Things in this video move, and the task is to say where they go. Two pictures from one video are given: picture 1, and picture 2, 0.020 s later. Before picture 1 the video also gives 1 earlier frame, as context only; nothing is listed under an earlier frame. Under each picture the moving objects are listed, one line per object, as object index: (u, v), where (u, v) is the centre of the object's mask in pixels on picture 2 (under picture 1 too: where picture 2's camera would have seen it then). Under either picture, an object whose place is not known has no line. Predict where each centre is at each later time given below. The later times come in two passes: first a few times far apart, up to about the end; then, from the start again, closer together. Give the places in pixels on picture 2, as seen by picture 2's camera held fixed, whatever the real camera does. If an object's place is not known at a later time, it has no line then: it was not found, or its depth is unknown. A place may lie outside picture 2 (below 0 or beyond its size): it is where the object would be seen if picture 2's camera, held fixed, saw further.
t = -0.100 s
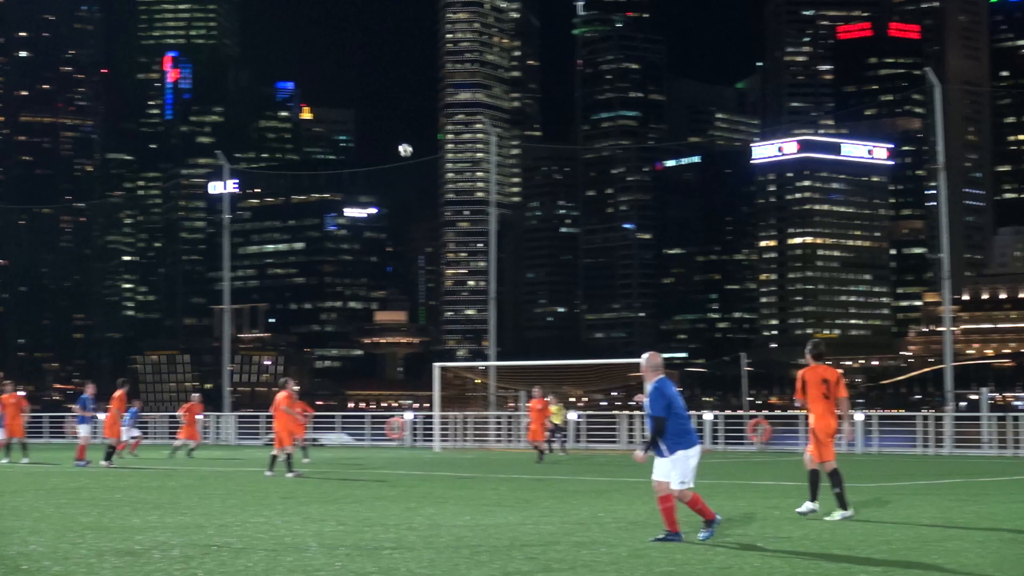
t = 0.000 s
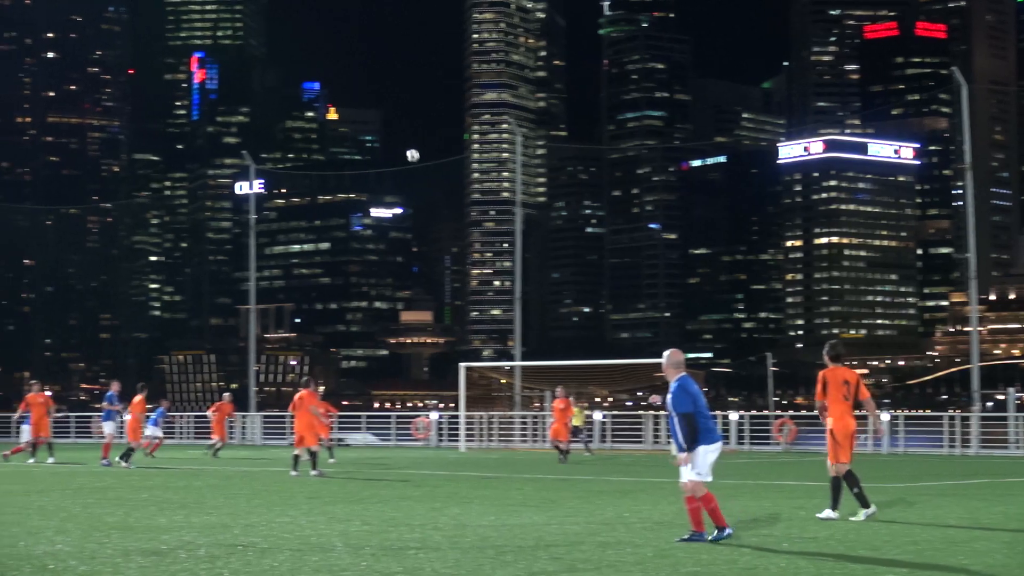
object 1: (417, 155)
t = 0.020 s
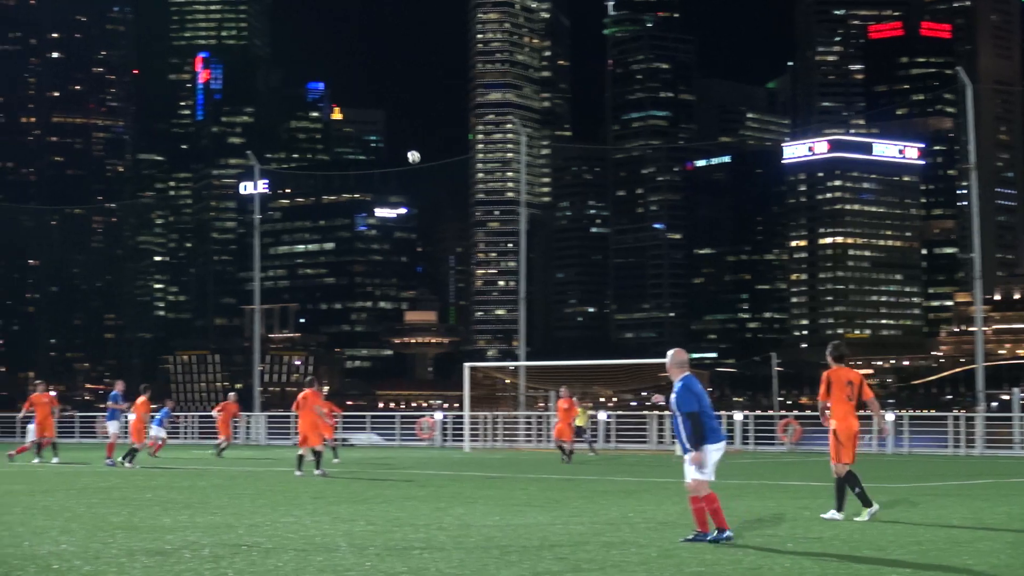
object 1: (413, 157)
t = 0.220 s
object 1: (380, 178)
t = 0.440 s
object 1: (346, 213)
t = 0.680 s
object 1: (311, 264)
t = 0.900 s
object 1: (282, 320)
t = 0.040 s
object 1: (410, 159)
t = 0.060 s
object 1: (406, 160)
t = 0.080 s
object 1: (403, 162)
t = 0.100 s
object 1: (400, 164)
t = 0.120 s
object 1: (396, 166)
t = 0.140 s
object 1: (393, 168)
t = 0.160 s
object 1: (390, 170)
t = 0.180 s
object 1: (387, 173)
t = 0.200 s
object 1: (383, 175)
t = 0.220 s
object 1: (380, 178)
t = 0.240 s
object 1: (377, 181)
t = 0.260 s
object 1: (373, 183)
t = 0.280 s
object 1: (370, 186)
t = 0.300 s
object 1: (367, 189)
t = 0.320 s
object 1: (364, 193)
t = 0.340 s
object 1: (361, 196)
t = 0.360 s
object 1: (358, 199)
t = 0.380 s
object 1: (354, 202)
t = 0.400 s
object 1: (352, 206)
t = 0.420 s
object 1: (348, 210)
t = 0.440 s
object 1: (346, 213)
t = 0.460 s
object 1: (342, 217)
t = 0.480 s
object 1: (339, 221)
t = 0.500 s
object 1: (337, 225)
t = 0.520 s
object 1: (334, 229)
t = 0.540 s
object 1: (331, 233)
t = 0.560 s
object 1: (328, 237)
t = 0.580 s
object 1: (325, 241)
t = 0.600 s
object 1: (322, 246)
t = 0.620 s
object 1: (319, 250)
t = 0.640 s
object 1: (317, 255)
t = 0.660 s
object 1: (314, 259)
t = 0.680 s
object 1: (311, 264)
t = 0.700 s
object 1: (308, 269)
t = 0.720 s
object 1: (306, 274)
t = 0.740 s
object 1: (303, 279)
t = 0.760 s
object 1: (300, 284)
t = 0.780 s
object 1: (297, 289)
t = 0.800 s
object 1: (295, 294)
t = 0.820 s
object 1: (292, 299)
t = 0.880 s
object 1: (285, 315)
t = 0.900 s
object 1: (282, 320)
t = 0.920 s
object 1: (280, 326)
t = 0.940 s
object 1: (277, 330)
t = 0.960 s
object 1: (275, 337)
